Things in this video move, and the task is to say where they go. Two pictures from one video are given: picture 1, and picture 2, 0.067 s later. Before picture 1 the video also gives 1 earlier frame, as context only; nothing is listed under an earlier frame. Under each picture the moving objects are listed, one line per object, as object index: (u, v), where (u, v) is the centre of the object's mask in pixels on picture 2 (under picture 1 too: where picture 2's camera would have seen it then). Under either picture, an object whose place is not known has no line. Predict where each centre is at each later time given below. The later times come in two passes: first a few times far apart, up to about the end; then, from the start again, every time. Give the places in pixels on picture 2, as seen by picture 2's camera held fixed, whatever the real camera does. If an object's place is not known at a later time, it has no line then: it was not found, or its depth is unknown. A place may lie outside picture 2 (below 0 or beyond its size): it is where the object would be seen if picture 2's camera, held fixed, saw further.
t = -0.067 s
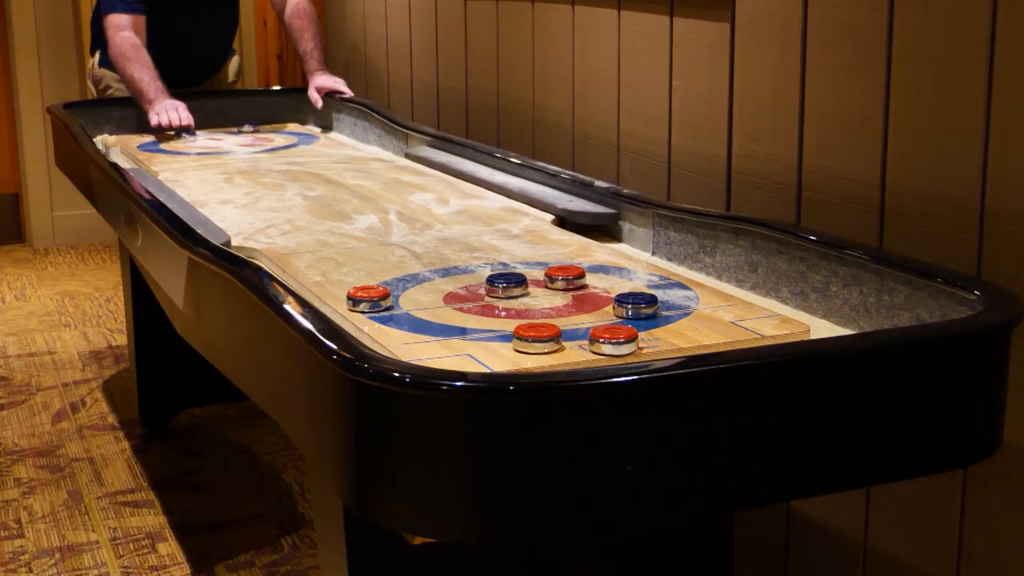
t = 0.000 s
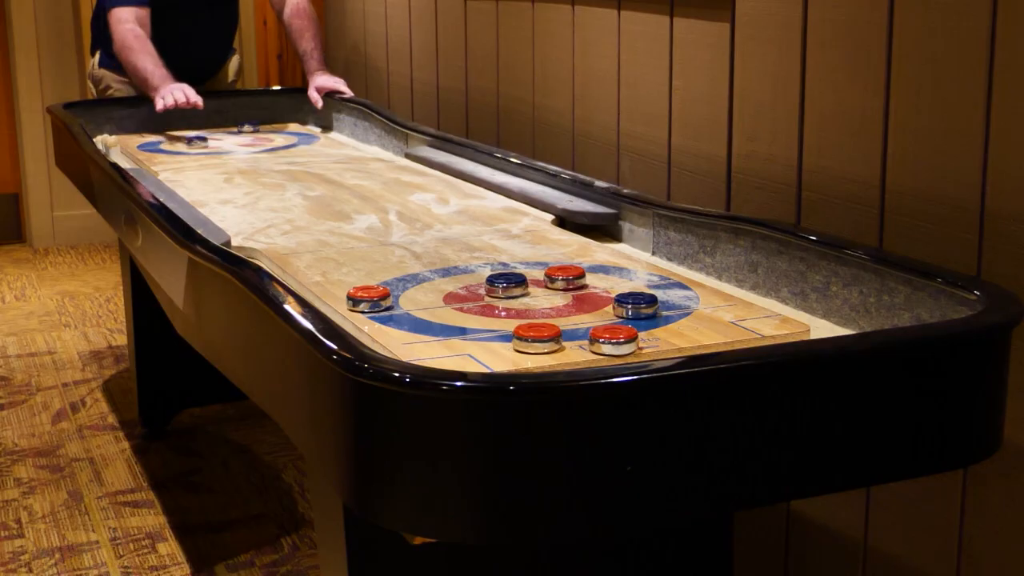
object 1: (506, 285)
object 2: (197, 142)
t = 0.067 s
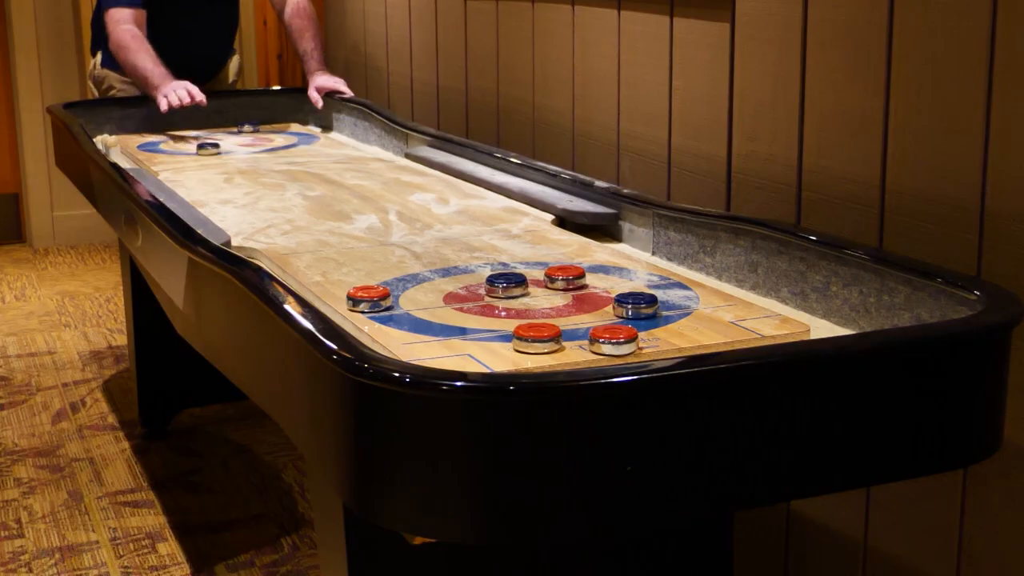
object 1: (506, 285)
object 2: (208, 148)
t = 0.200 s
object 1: (506, 285)
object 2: (234, 162)
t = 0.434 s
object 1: (506, 285)
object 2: (287, 190)
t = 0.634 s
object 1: (506, 285)
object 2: (343, 218)
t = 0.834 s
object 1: (506, 285)
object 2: (412, 251)
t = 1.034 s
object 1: (542, 292)
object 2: (463, 284)
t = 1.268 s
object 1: (587, 314)
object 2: (425, 301)
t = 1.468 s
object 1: (583, 324)
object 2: (415, 307)
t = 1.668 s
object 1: (580, 329)
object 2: (415, 308)
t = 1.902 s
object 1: (577, 329)
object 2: (415, 309)
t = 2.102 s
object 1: (577, 328)
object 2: (415, 309)
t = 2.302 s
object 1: (577, 328)
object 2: (415, 309)
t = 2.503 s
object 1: (577, 328)
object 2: (414, 308)
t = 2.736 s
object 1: (577, 328)
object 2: (414, 308)
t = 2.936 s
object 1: (577, 328)
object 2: (414, 308)
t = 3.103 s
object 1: (577, 328)
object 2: (414, 308)
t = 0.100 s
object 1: (506, 285)
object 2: (214, 151)
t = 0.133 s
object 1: (506, 285)
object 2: (220, 155)
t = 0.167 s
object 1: (506, 285)
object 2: (227, 158)
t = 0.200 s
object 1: (506, 285)
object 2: (234, 162)
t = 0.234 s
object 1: (506, 285)
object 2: (241, 166)
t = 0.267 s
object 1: (506, 285)
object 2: (248, 169)
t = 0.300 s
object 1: (506, 285)
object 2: (255, 173)
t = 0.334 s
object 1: (506, 285)
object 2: (263, 177)
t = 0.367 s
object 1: (506, 285)
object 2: (271, 181)
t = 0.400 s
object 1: (506, 285)
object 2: (279, 185)
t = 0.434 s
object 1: (506, 285)
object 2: (287, 190)
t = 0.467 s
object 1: (506, 285)
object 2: (296, 194)
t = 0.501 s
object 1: (506, 285)
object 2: (305, 198)
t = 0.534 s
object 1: (506, 285)
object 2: (314, 203)
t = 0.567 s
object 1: (506, 285)
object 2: (323, 208)
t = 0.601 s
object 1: (506, 285)
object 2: (333, 213)
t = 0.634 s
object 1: (506, 285)
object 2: (343, 218)
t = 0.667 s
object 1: (506, 285)
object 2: (354, 223)
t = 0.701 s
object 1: (506, 285)
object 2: (365, 228)
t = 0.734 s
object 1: (506, 285)
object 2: (376, 233)
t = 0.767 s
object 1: (506, 285)
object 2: (388, 239)
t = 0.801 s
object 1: (506, 285)
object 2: (400, 245)
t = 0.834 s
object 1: (506, 285)
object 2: (412, 251)
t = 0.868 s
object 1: (506, 285)
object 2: (425, 257)
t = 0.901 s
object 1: (506, 285)
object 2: (438, 263)
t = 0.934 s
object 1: (506, 285)
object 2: (453, 269)
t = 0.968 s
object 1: (506, 285)
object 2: (466, 277)
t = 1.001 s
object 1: (520, 287)
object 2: (468, 281)
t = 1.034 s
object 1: (542, 292)
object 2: (463, 284)
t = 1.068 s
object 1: (565, 297)
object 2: (457, 286)
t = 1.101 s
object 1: (588, 301)
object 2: (451, 289)
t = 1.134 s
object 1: (590, 304)
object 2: (445, 291)
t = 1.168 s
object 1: (589, 307)
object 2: (440, 294)
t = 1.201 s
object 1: (588, 309)
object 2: (435, 296)
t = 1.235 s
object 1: (588, 312)
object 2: (430, 299)
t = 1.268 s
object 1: (587, 314)
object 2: (425, 301)
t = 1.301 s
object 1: (586, 316)
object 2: (422, 302)
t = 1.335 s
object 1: (585, 317)
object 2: (419, 304)
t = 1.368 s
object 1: (585, 319)
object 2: (417, 305)
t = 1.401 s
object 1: (584, 321)
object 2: (416, 305)
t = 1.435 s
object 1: (583, 323)
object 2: (415, 306)
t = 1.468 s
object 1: (583, 324)
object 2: (415, 307)
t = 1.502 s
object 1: (583, 326)
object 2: (414, 307)
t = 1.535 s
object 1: (582, 327)
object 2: (414, 308)
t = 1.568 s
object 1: (581, 328)
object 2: (414, 308)
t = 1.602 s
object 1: (581, 328)
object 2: (415, 308)
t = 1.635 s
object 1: (581, 329)
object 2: (415, 309)
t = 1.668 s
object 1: (580, 329)
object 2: (415, 308)
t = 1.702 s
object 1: (579, 329)
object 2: (414, 308)
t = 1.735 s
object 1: (578, 329)
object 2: (414, 308)
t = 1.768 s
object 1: (578, 329)
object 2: (414, 308)
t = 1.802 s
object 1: (578, 329)
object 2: (414, 308)
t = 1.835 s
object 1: (578, 329)
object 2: (414, 308)
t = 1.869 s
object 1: (577, 329)
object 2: (414, 308)
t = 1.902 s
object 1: (577, 329)
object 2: (415, 309)
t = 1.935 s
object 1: (577, 329)
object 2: (414, 308)
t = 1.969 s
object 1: (577, 328)
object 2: (414, 308)
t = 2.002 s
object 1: (577, 328)
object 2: (415, 309)
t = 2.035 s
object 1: (577, 328)
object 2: (414, 308)
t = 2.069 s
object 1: (577, 328)
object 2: (414, 308)
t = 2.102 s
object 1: (577, 328)
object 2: (415, 309)
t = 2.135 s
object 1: (577, 328)
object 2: (414, 308)
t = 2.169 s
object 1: (577, 328)
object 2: (414, 308)
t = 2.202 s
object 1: (577, 328)
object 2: (415, 309)
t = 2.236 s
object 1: (577, 328)
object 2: (414, 308)
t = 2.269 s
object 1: (577, 328)
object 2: (414, 308)
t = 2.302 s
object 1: (577, 328)
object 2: (415, 309)
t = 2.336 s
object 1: (577, 328)
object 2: (414, 308)
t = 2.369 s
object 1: (577, 328)
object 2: (414, 308)
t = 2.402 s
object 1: (577, 328)
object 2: (414, 308)
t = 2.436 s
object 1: (577, 328)
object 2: (415, 309)
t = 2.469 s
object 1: (577, 328)
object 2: (414, 308)
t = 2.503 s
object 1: (577, 328)
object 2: (414, 308)
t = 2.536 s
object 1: (577, 328)
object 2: (415, 309)
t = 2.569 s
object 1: (577, 328)
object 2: (414, 308)
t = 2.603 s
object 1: (577, 328)
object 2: (414, 308)
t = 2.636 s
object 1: (577, 328)
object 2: (414, 308)
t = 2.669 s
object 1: (577, 328)
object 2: (415, 309)
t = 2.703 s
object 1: (577, 328)
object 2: (414, 308)
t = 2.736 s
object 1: (577, 328)
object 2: (414, 308)
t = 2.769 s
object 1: (577, 328)
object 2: (415, 309)
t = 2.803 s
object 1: (577, 328)
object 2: (414, 308)
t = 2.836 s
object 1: (577, 328)
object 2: (415, 309)
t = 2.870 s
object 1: (577, 328)
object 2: (414, 308)
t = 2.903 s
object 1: (577, 328)
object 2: (414, 308)
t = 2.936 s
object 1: (577, 328)
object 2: (414, 308)
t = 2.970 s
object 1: (577, 328)
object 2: (414, 308)
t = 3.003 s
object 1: (577, 328)
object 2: (414, 308)
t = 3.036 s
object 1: (577, 328)
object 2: (415, 309)
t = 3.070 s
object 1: (577, 328)
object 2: (414, 308)
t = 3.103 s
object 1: (577, 328)
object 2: (414, 308)
